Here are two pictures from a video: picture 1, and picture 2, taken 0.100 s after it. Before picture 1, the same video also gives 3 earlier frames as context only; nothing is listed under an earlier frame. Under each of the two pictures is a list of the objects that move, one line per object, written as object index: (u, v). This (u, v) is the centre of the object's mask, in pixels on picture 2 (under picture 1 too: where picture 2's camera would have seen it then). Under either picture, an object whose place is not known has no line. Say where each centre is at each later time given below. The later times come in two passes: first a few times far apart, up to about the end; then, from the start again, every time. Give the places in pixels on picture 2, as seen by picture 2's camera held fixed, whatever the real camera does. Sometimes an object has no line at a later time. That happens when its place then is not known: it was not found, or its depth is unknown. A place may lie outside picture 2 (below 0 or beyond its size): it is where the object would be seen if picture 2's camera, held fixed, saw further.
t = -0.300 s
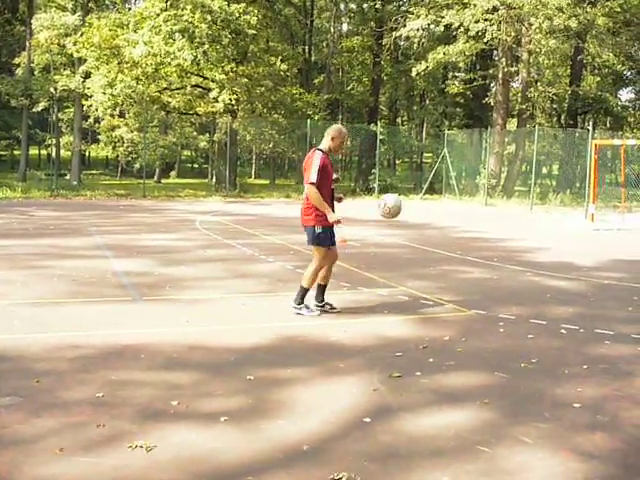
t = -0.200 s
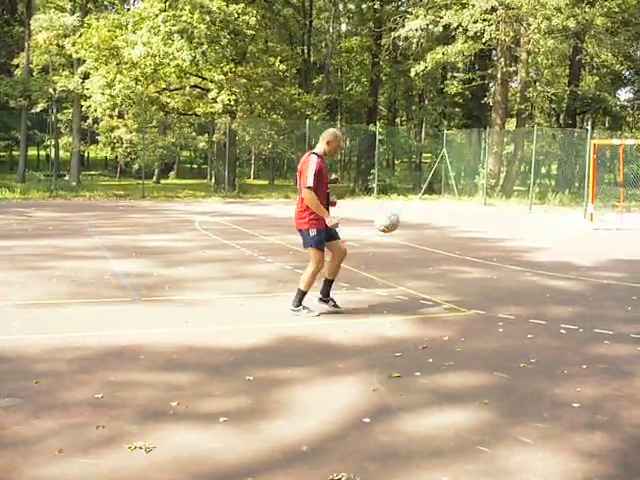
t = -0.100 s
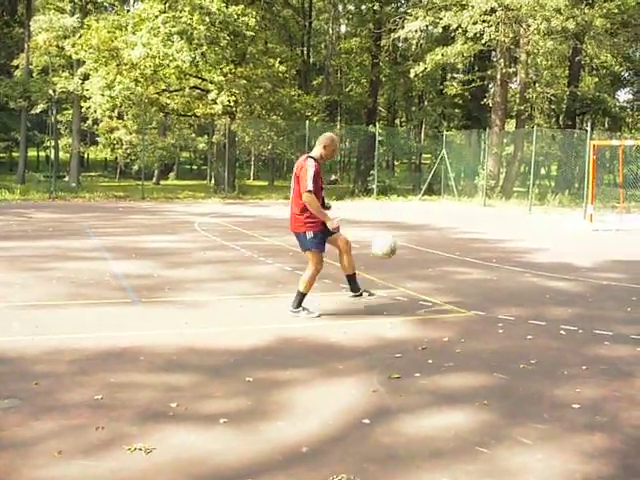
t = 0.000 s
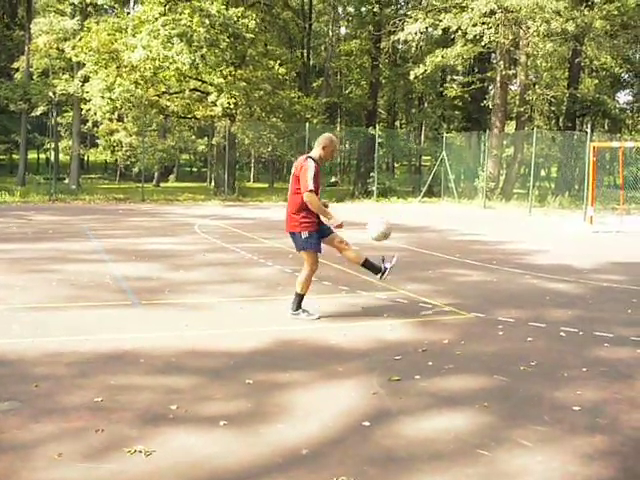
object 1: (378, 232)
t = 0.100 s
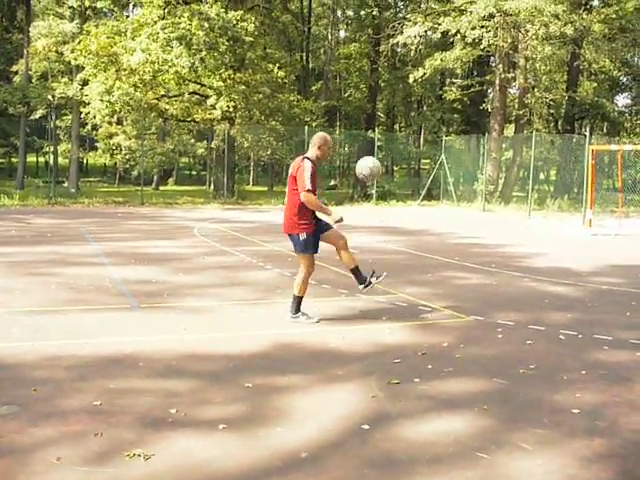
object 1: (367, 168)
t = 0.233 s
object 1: (353, 104)
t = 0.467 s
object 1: (324, 38)
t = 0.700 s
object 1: (295, 34)
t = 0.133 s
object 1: (364, 150)
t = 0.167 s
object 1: (360, 133)
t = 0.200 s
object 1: (357, 118)
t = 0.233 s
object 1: (353, 104)
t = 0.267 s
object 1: (350, 90)
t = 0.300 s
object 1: (345, 78)
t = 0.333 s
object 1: (341, 67)
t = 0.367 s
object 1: (337, 59)
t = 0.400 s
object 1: (333, 50)
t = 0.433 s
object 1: (328, 43)
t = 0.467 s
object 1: (324, 38)
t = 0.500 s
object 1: (320, 32)
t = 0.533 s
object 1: (317, 31)
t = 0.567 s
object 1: (312, 29)
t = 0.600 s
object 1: (308, 28)
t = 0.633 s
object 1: (304, 29)
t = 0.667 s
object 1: (299, 31)
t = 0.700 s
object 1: (295, 34)
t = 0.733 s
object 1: (291, 38)
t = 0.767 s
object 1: (287, 44)
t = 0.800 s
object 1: (283, 51)
